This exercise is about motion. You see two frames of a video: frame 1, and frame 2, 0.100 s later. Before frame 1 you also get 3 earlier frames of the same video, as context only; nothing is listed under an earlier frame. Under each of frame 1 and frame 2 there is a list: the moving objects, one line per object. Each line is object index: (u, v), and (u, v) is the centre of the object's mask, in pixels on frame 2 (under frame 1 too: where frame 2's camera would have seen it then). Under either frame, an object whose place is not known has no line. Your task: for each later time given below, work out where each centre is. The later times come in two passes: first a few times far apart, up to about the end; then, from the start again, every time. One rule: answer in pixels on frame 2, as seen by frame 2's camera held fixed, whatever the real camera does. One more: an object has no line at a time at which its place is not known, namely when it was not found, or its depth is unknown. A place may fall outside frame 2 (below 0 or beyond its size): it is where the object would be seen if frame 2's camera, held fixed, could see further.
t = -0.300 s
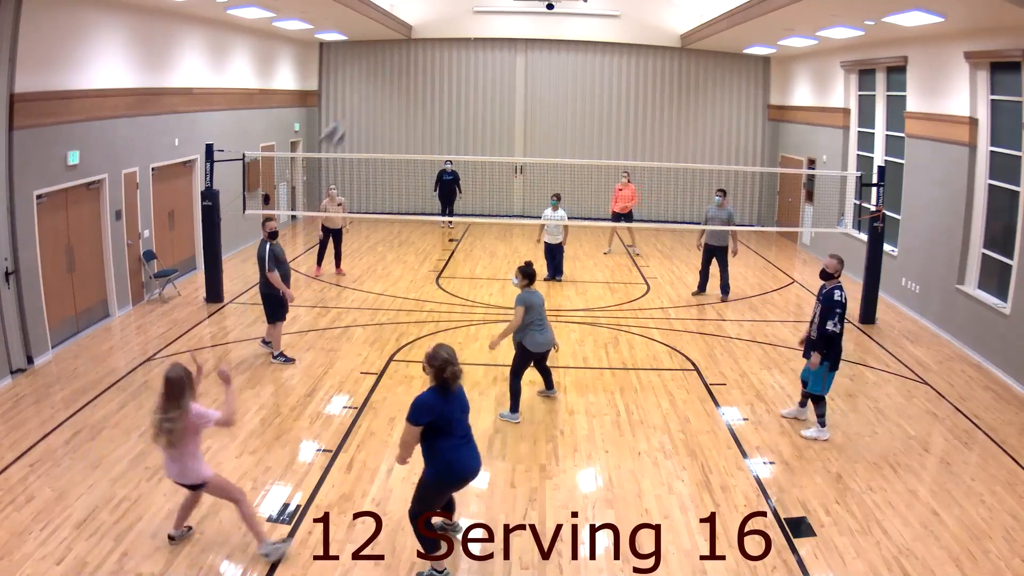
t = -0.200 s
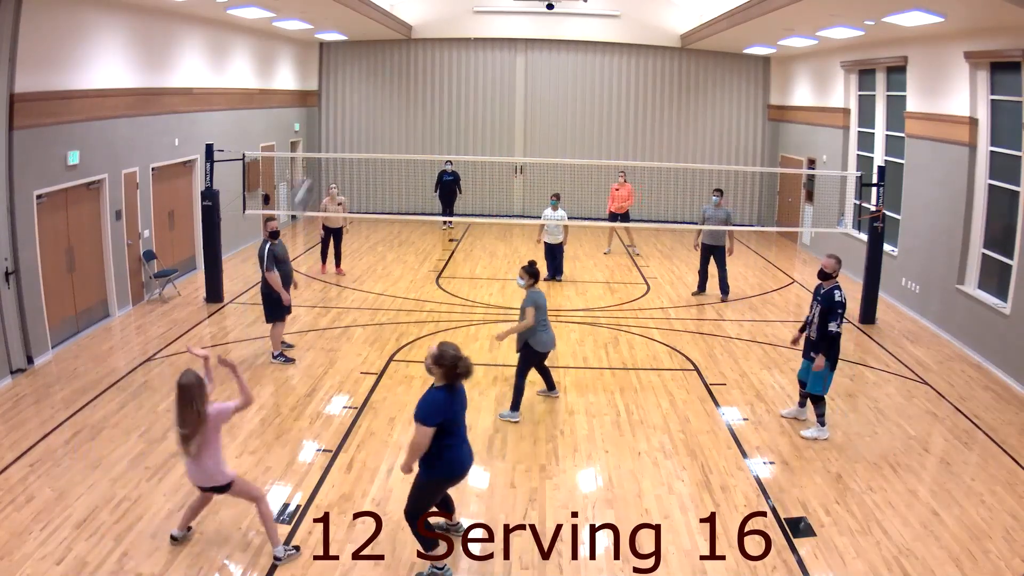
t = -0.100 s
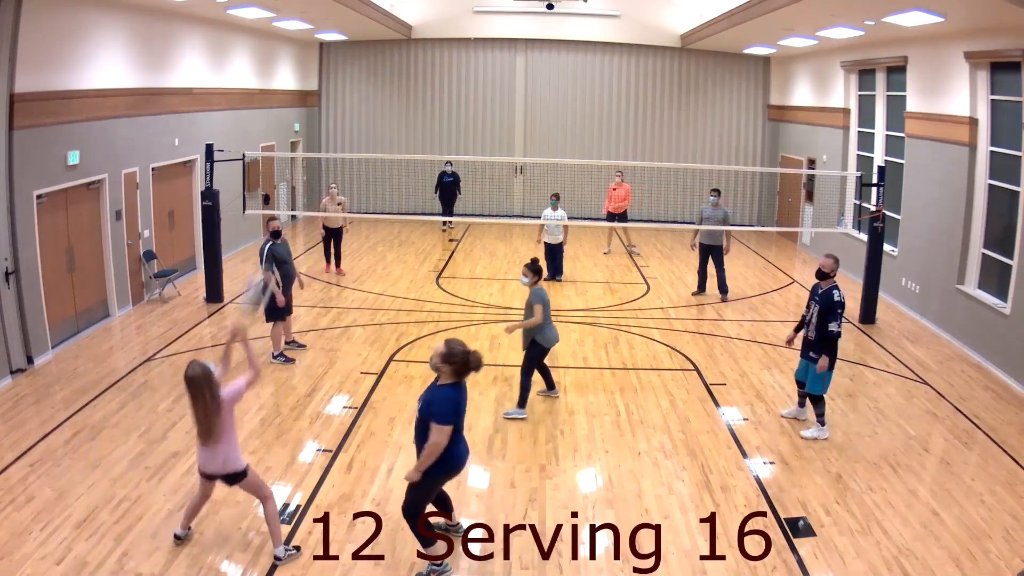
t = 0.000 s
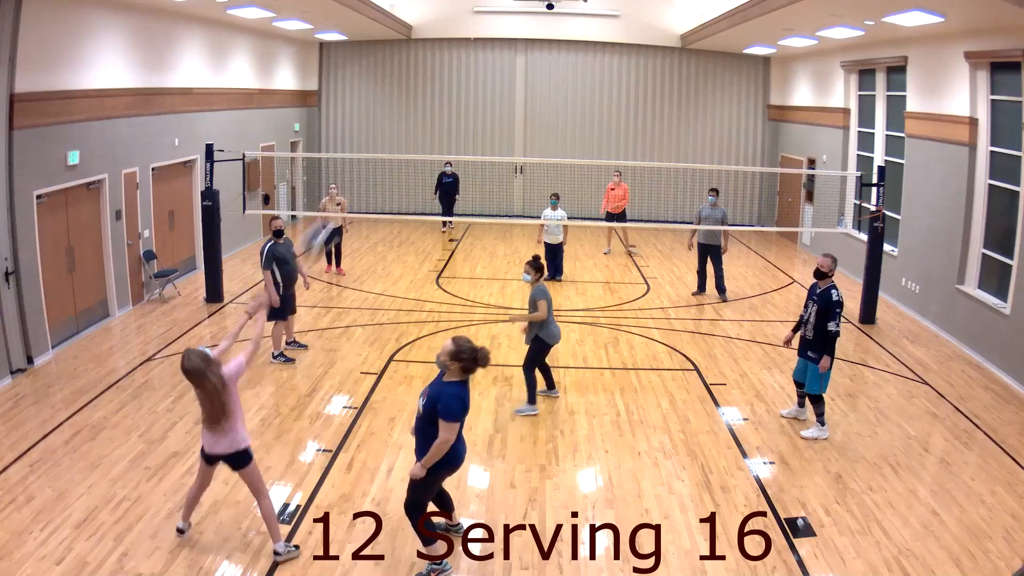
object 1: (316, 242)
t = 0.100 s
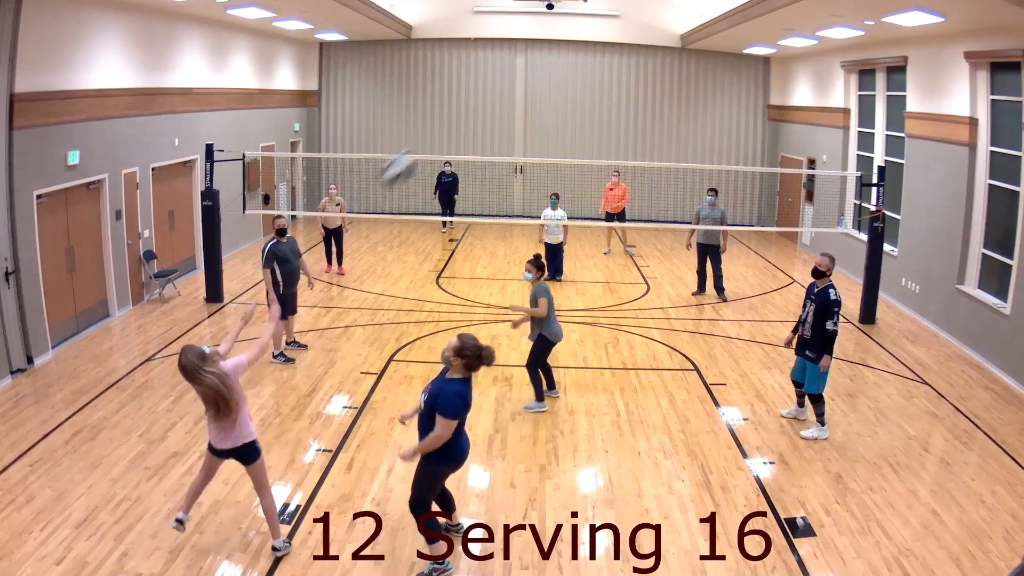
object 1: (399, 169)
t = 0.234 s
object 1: (488, 116)
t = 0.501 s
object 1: (619, 98)
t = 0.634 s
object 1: (664, 117)
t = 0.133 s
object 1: (424, 151)
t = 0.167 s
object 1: (446, 137)
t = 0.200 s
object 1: (469, 125)
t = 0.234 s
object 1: (488, 116)
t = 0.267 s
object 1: (511, 107)
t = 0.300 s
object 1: (529, 100)
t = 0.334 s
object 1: (546, 97)
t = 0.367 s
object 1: (563, 95)
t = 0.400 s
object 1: (576, 94)
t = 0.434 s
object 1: (592, 94)
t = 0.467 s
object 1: (605, 96)
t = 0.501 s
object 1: (619, 98)
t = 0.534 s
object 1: (632, 102)
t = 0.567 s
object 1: (644, 106)
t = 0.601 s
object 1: (655, 111)
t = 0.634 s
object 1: (664, 117)
